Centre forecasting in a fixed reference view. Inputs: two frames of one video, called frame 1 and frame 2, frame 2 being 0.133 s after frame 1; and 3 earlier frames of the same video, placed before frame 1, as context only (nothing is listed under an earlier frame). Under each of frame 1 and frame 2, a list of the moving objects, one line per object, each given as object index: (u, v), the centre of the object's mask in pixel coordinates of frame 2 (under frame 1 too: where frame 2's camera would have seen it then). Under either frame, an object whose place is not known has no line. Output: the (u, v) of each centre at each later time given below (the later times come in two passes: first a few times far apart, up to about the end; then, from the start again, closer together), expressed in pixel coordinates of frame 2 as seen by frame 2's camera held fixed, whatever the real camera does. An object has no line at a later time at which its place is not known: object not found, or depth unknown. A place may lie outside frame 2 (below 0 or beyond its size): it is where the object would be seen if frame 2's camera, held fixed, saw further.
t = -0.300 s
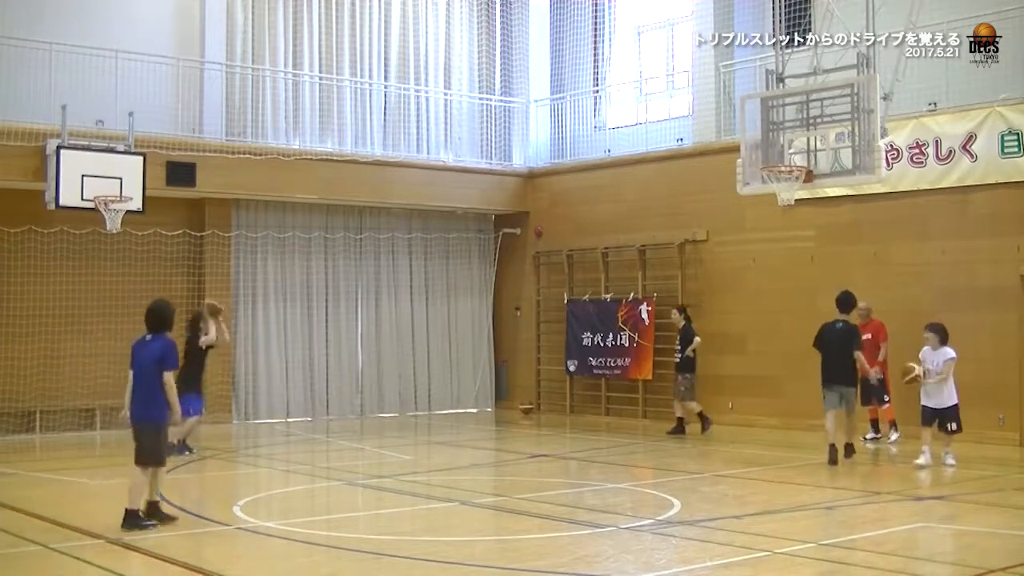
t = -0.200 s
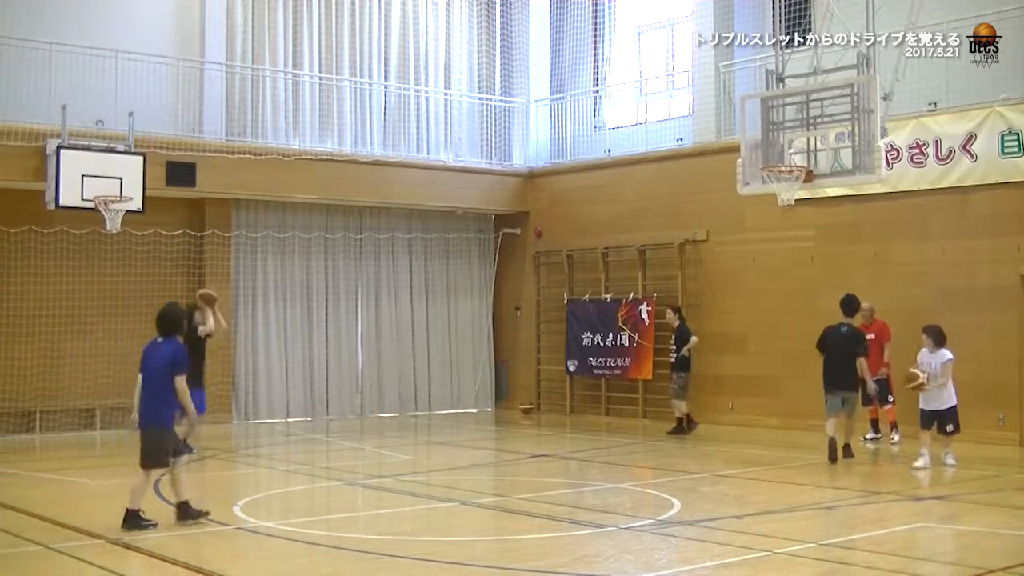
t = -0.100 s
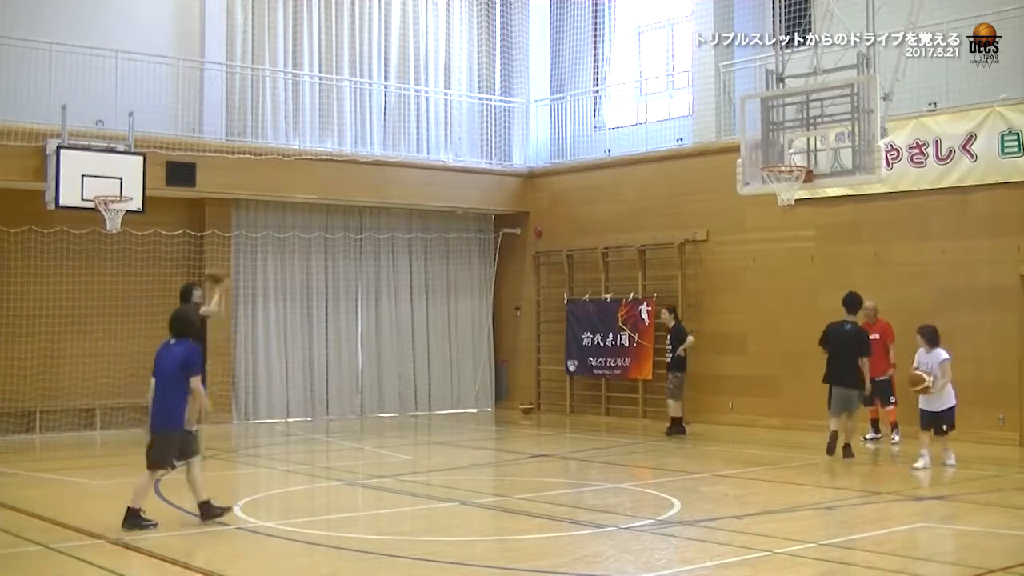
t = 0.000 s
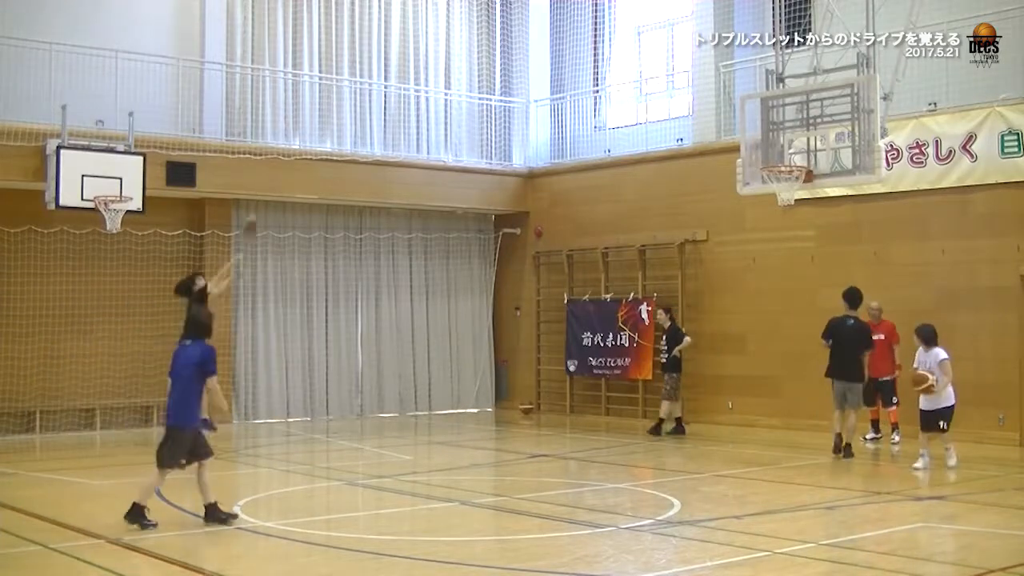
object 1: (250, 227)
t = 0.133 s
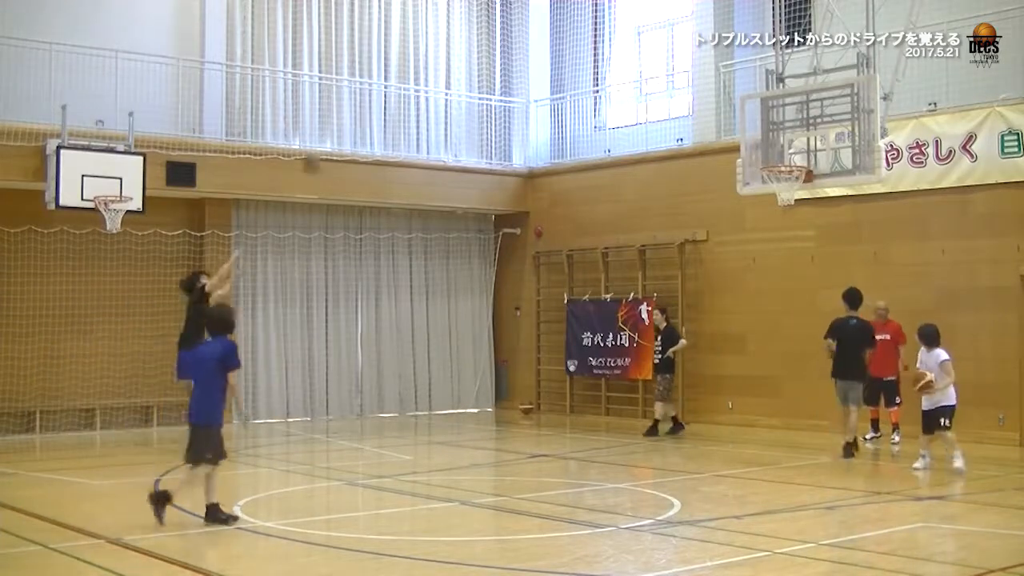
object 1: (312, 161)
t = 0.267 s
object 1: (374, 115)
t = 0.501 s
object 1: (483, 67)
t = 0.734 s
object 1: (595, 68)
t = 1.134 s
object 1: (769, 141)
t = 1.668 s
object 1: (848, 131)
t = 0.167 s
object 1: (328, 150)
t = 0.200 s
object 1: (343, 138)
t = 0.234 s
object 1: (359, 125)
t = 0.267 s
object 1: (374, 115)
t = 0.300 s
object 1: (389, 106)
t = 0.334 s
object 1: (406, 97)
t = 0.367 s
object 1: (421, 87)
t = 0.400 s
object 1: (436, 82)
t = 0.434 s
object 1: (452, 76)
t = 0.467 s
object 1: (467, 71)
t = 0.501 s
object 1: (483, 67)
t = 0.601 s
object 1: (531, 62)
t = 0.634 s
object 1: (547, 62)
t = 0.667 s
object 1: (563, 63)
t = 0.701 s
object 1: (579, 66)
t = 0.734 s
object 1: (595, 68)
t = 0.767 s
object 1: (611, 72)
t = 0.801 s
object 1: (630, 78)
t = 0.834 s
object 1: (643, 84)
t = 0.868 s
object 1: (661, 91)
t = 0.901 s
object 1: (676, 98)
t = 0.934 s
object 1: (694, 109)
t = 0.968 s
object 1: (710, 119)
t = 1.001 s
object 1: (726, 130)
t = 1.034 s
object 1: (743, 143)
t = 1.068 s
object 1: (758, 157)
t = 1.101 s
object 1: (764, 150)
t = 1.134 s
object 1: (769, 141)
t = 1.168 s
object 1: (774, 133)
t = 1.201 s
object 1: (782, 125)
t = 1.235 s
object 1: (783, 118)
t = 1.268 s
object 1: (788, 114)
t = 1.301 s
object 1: (794, 110)
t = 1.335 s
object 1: (799, 106)
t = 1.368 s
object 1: (804, 104)
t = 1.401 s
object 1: (808, 103)
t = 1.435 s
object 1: (812, 103)
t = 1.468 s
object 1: (818, 104)
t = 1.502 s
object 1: (823, 105)
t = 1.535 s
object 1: (828, 109)
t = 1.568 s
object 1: (832, 111)
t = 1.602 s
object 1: (839, 117)
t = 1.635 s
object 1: (843, 124)
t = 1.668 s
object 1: (848, 131)
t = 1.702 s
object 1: (853, 139)
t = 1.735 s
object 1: (853, 148)
